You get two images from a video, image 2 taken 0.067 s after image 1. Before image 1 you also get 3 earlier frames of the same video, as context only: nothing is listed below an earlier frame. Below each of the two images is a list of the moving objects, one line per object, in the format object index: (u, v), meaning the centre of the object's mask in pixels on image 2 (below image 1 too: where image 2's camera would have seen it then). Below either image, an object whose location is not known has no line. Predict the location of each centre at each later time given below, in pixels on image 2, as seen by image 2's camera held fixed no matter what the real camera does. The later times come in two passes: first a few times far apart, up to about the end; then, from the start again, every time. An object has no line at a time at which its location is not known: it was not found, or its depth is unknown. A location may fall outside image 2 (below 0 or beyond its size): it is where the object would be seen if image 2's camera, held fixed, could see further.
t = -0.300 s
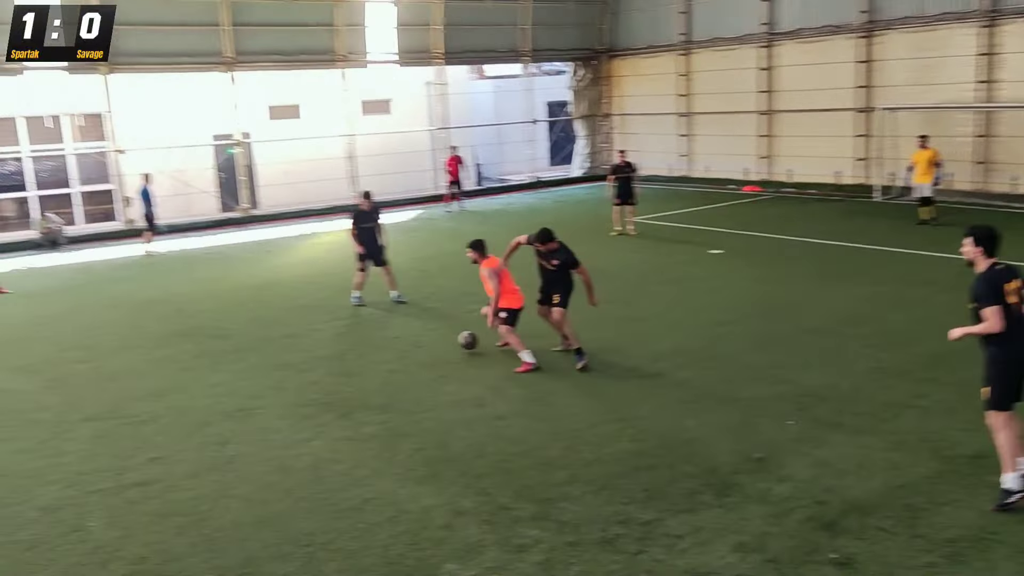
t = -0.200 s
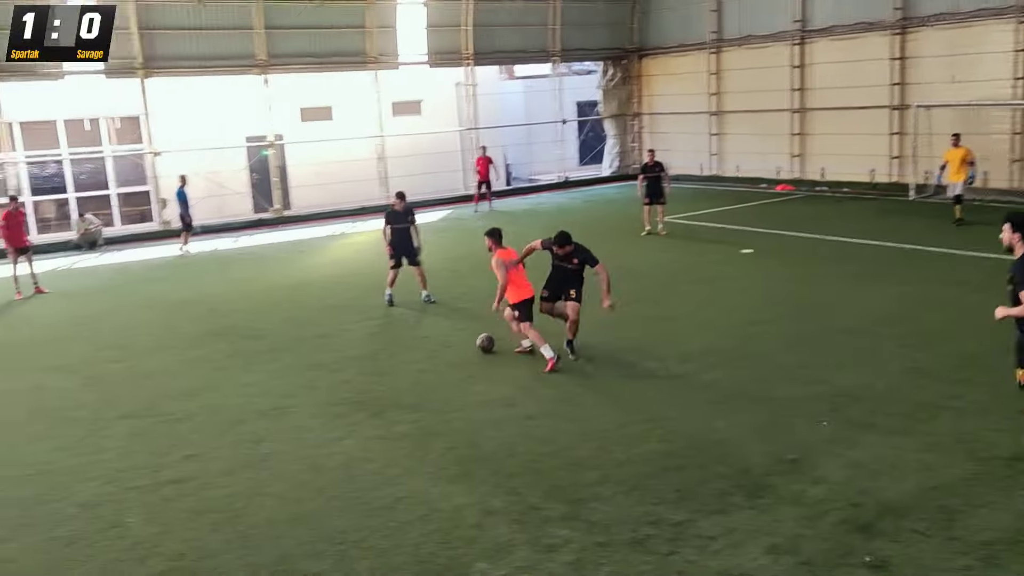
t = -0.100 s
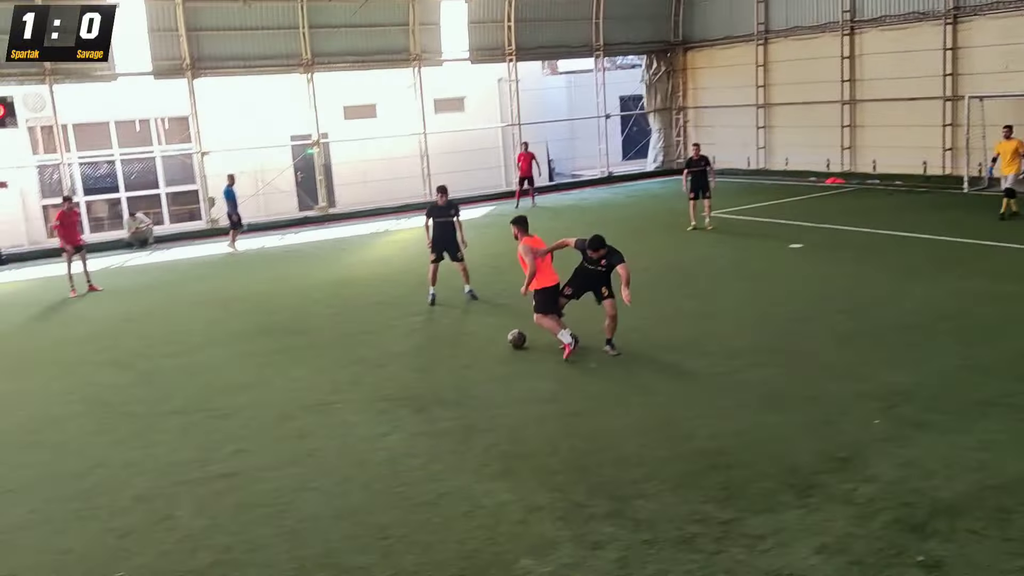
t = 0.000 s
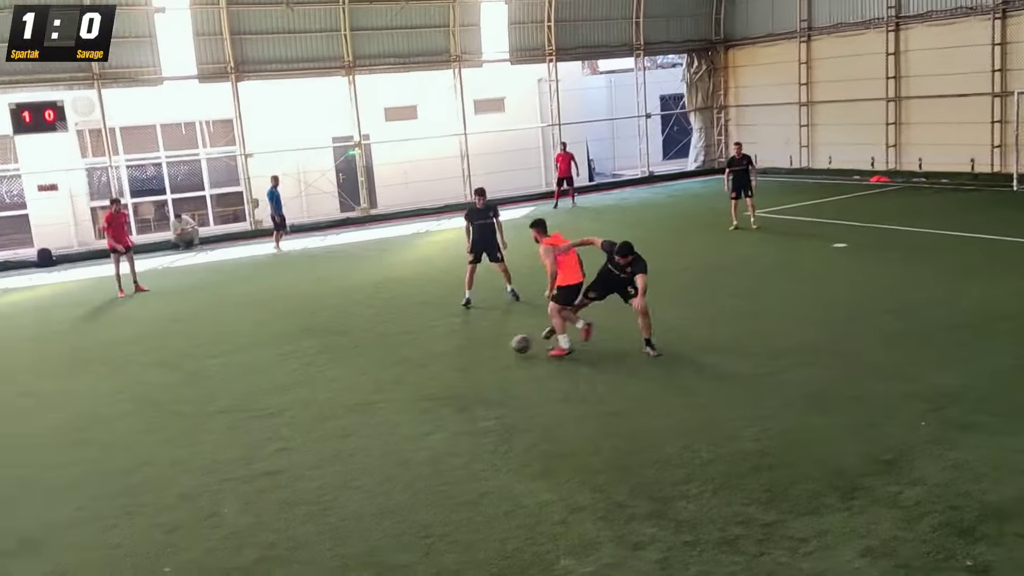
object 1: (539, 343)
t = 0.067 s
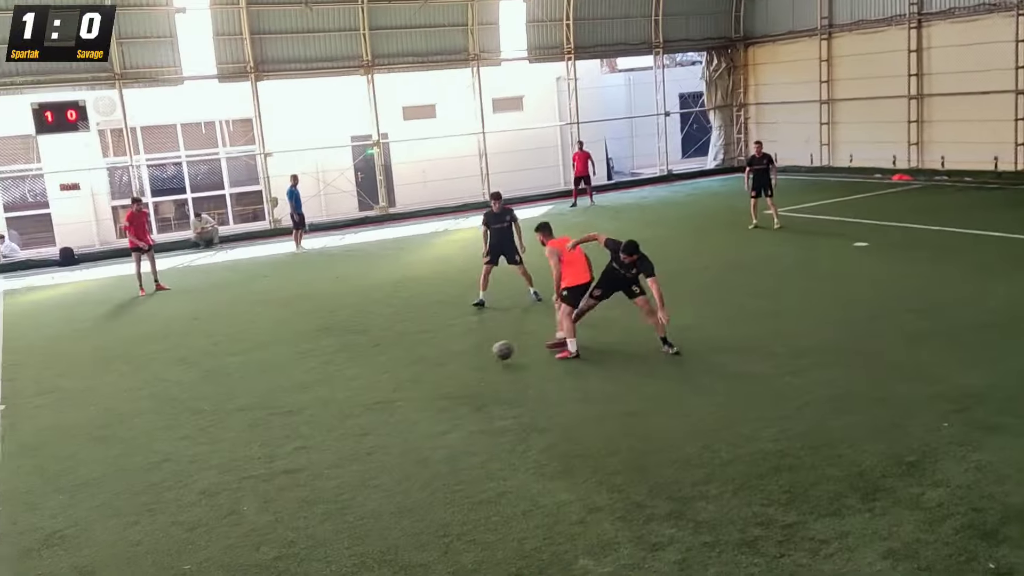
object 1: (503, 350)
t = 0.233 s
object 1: (410, 376)
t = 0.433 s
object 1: (301, 405)
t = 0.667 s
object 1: (181, 434)
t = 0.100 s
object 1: (484, 355)
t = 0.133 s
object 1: (465, 361)
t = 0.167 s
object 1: (446, 370)
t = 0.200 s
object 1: (428, 374)
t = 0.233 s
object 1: (410, 376)
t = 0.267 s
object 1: (392, 380)
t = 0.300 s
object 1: (373, 384)
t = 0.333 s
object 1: (355, 390)
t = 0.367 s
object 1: (336, 397)
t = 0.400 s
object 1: (317, 404)
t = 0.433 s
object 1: (301, 405)
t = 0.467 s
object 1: (285, 407)
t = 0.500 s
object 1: (268, 410)
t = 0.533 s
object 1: (251, 415)
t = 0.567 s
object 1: (234, 421)
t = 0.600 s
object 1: (217, 427)
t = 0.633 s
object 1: (199, 430)
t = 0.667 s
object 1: (181, 434)
